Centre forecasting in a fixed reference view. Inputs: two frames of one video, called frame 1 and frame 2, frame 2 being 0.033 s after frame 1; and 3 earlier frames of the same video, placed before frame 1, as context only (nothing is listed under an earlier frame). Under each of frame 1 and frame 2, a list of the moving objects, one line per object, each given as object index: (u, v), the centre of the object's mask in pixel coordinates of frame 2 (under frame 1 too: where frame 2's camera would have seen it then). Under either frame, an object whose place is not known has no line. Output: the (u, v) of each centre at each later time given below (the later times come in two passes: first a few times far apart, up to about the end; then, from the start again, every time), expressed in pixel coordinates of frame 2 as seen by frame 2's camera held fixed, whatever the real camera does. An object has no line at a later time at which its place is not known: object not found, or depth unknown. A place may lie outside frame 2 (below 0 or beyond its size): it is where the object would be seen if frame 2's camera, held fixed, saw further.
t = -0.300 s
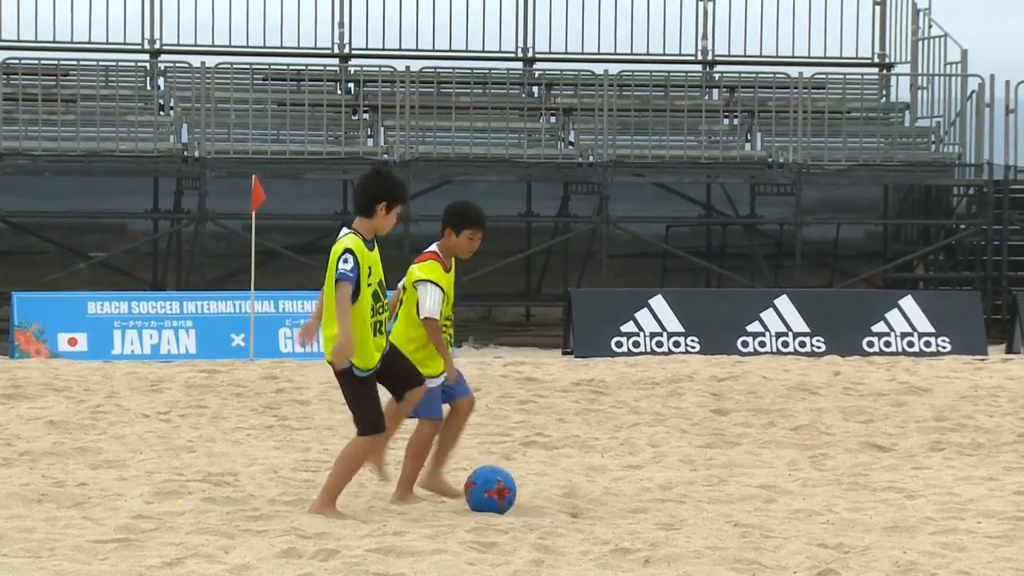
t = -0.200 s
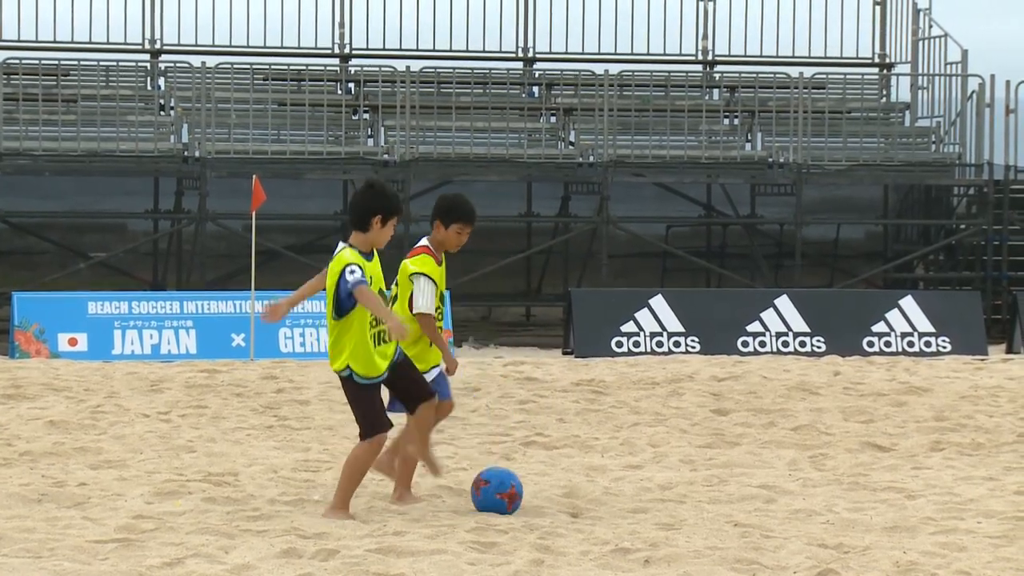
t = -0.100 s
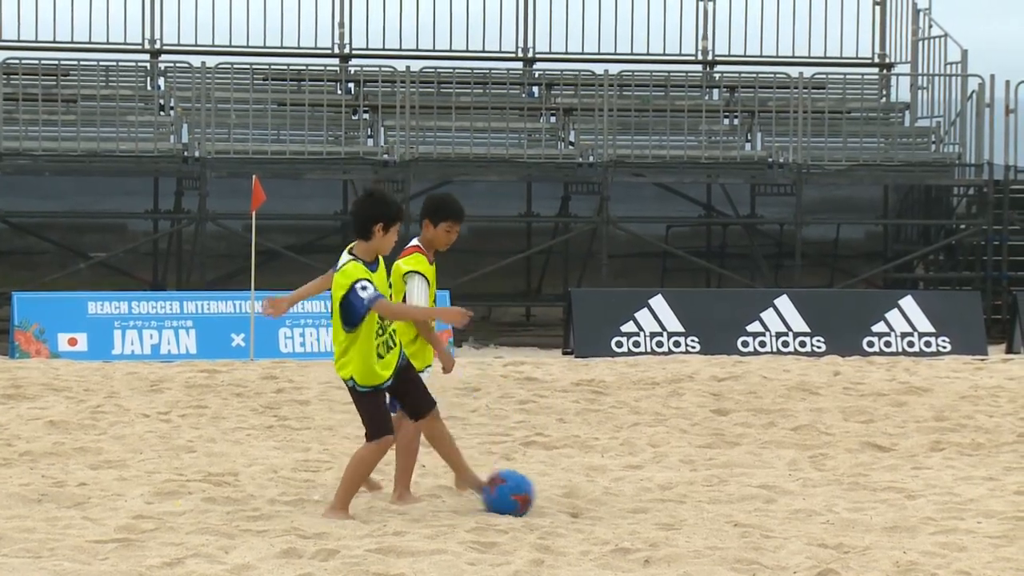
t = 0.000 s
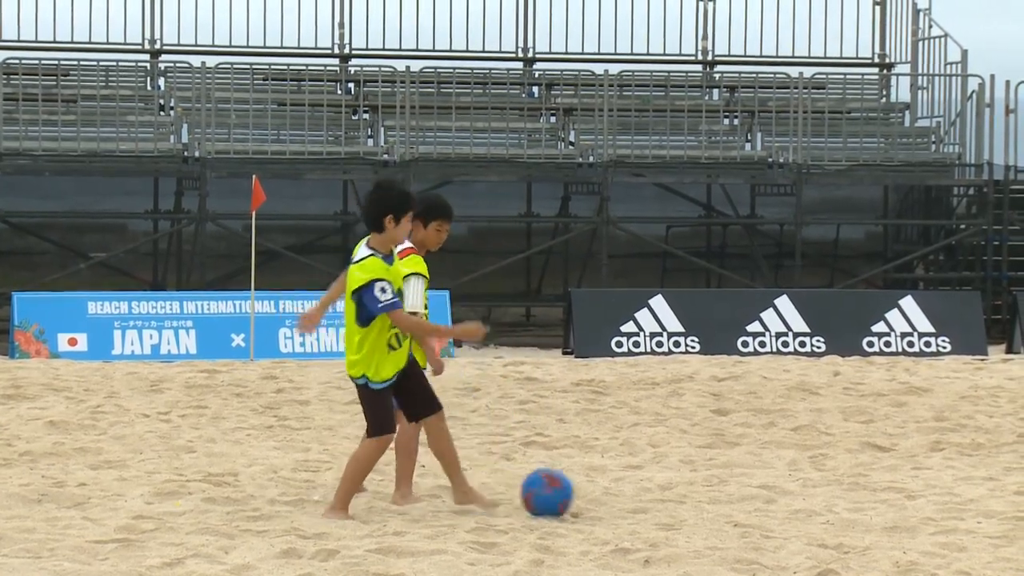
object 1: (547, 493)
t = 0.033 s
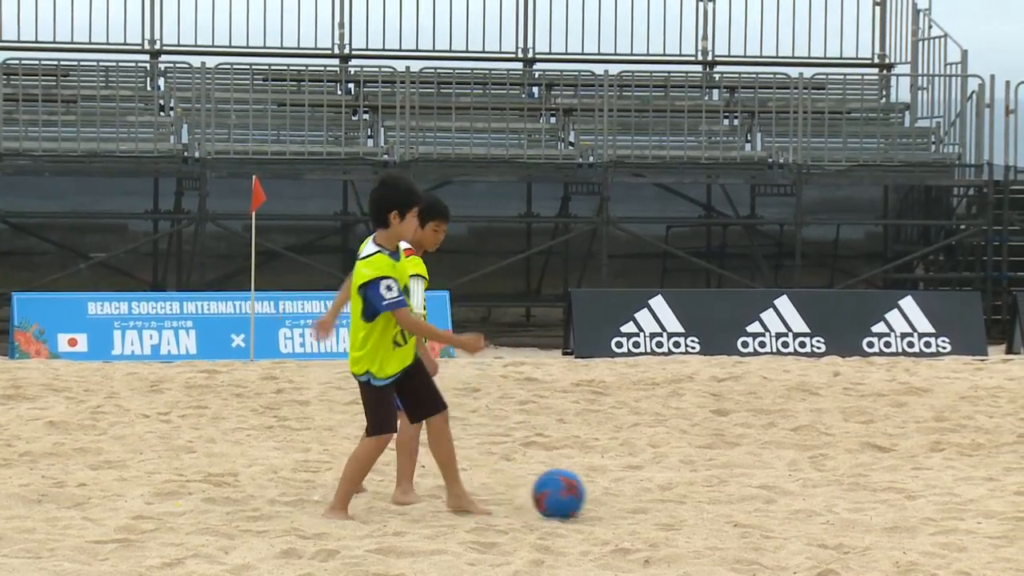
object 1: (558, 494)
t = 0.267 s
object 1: (623, 500)
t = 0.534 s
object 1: (682, 504)
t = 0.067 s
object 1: (570, 497)
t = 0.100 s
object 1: (580, 497)
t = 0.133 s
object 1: (589, 497)
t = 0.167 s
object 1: (598, 497)
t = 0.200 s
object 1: (606, 498)
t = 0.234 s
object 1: (615, 499)
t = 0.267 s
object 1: (623, 500)
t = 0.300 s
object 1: (631, 500)
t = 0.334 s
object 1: (639, 499)
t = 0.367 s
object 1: (647, 499)
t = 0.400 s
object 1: (654, 500)
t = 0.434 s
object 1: (662, 501)
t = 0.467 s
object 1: (668, 503)
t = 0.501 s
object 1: (676, 504)
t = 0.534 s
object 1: (682, 504)
